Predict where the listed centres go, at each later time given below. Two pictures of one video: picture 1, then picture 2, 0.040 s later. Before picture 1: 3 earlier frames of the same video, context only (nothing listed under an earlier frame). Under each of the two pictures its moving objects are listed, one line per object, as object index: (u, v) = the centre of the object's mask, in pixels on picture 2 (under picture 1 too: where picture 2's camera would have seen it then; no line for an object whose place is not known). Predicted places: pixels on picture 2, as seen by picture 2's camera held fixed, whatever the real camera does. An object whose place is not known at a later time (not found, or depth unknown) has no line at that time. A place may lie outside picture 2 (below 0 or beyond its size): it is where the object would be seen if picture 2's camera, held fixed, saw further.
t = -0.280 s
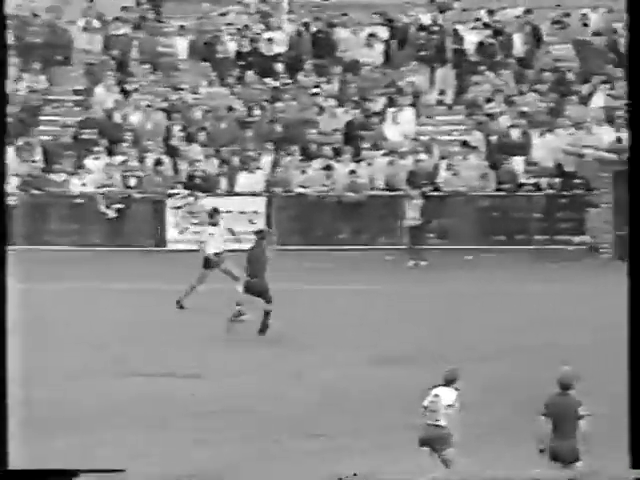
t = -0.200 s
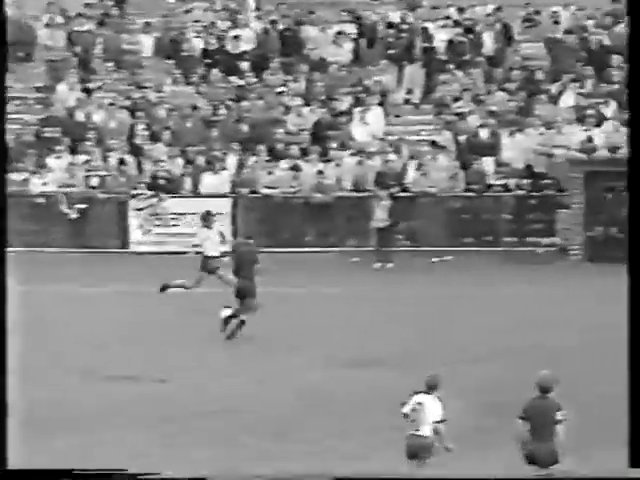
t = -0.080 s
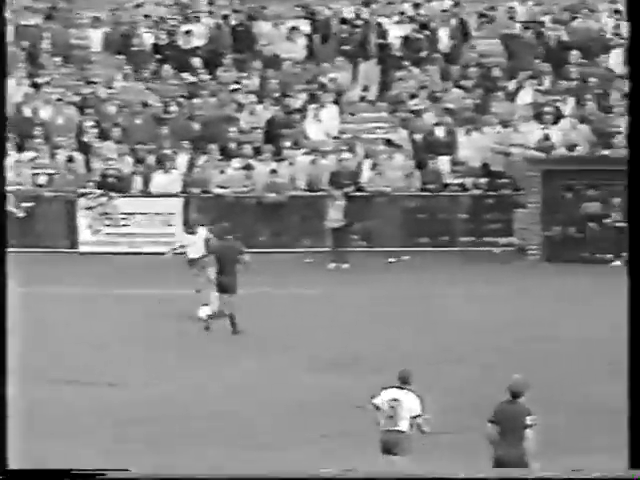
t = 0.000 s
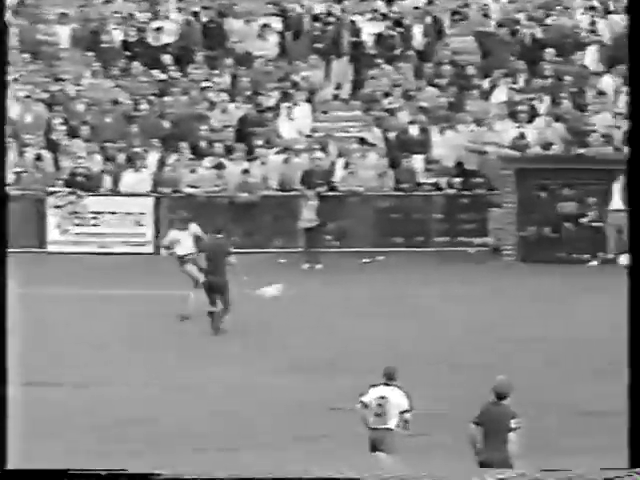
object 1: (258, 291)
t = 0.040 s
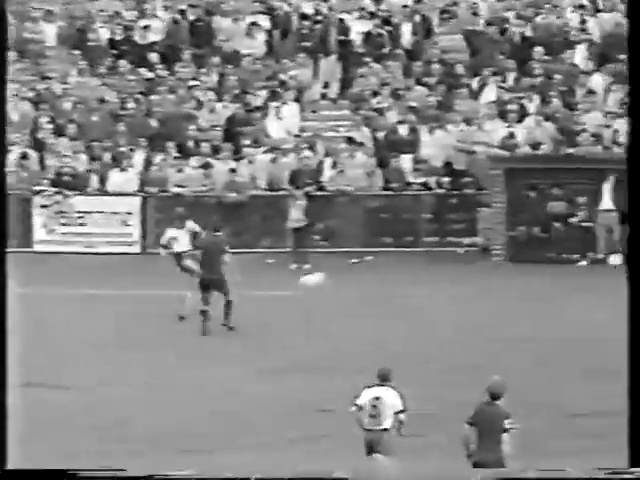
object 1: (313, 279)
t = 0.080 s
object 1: (369, 269)
